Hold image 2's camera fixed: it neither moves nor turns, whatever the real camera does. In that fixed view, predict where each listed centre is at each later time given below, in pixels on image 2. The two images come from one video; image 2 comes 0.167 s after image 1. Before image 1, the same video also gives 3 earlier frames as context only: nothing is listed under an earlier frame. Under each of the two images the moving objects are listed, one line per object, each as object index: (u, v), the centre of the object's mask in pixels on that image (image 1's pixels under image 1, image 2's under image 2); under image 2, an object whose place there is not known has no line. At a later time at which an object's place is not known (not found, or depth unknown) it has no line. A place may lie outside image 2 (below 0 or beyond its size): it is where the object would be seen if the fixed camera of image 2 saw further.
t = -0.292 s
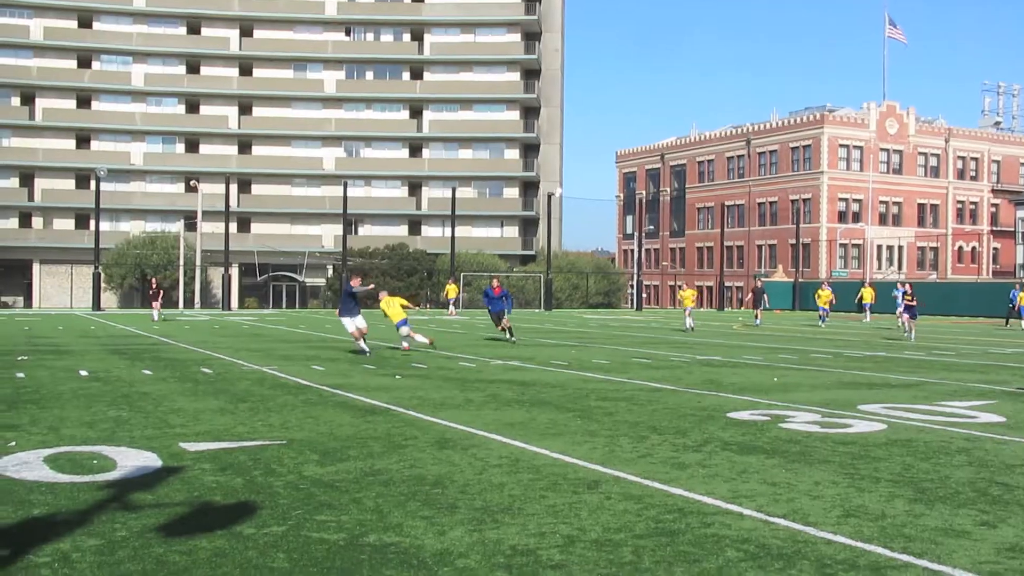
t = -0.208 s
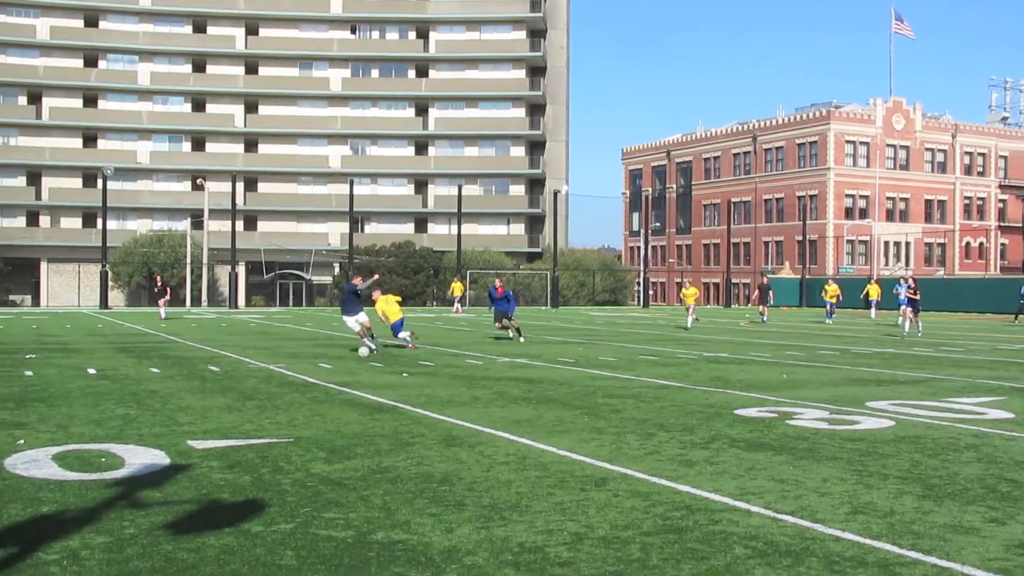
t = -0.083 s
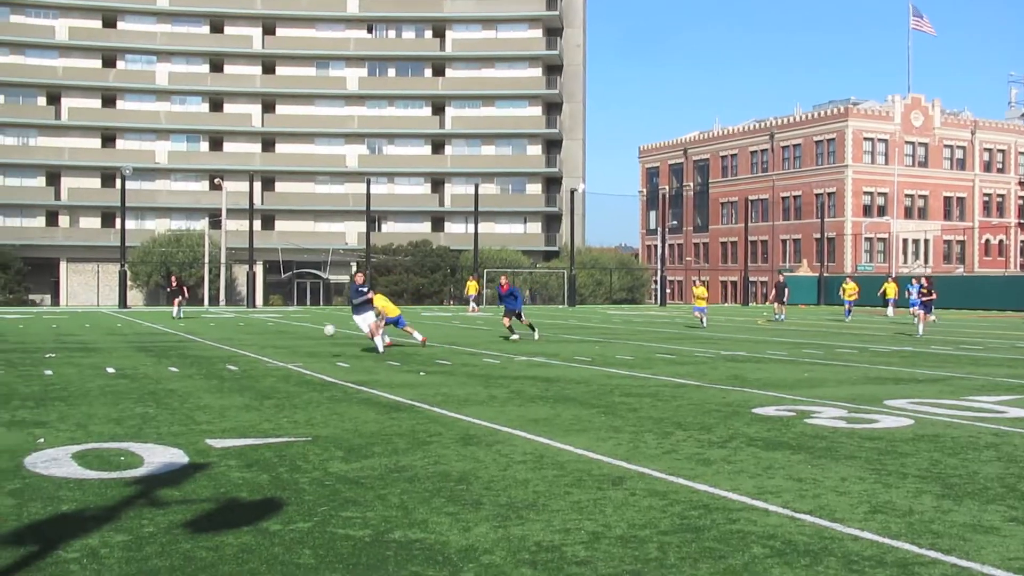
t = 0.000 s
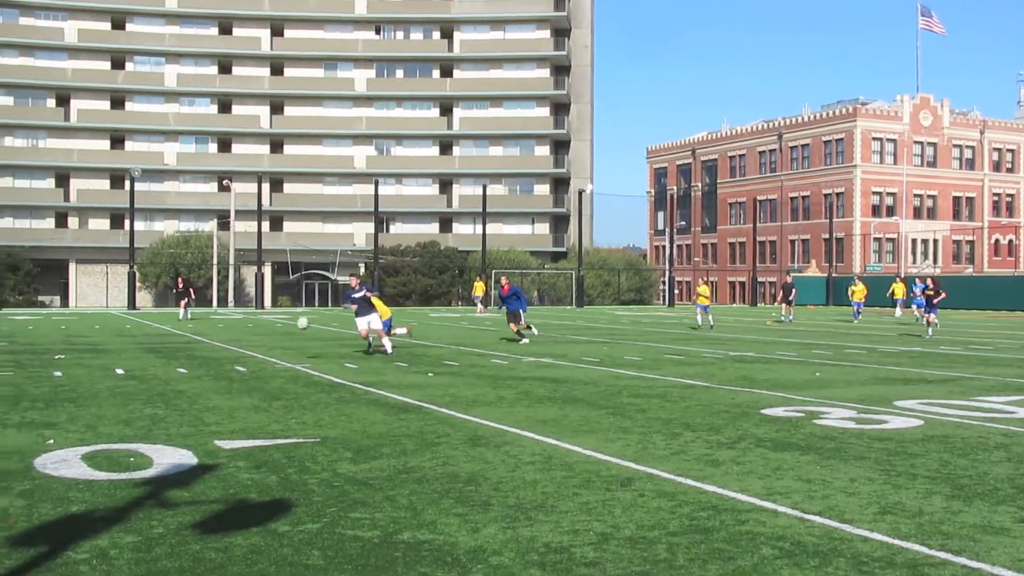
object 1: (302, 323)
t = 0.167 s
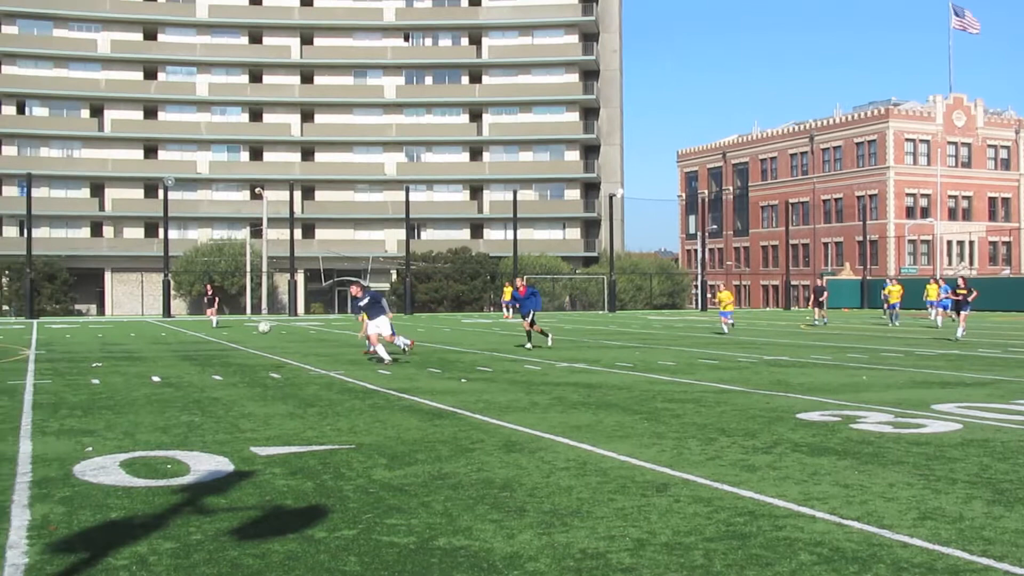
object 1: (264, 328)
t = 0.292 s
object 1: (212, 338)
